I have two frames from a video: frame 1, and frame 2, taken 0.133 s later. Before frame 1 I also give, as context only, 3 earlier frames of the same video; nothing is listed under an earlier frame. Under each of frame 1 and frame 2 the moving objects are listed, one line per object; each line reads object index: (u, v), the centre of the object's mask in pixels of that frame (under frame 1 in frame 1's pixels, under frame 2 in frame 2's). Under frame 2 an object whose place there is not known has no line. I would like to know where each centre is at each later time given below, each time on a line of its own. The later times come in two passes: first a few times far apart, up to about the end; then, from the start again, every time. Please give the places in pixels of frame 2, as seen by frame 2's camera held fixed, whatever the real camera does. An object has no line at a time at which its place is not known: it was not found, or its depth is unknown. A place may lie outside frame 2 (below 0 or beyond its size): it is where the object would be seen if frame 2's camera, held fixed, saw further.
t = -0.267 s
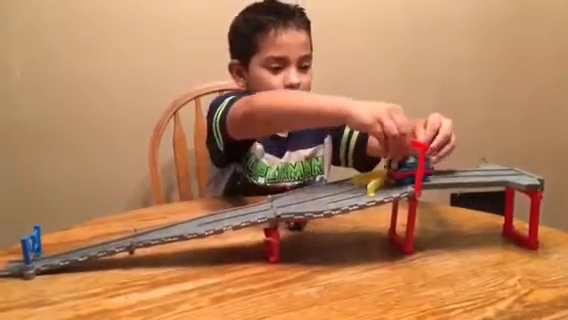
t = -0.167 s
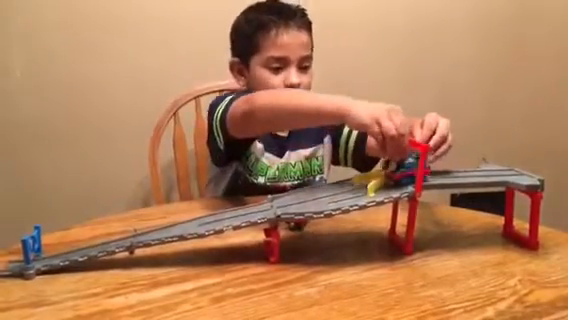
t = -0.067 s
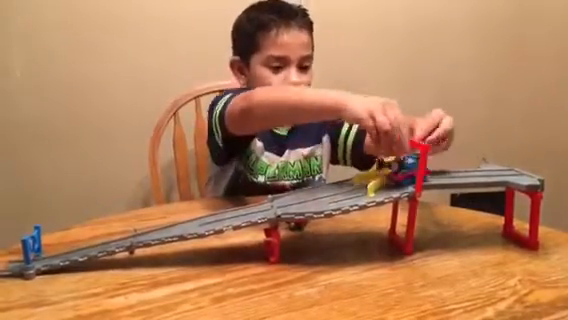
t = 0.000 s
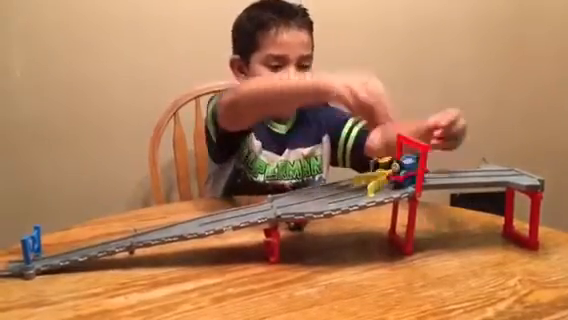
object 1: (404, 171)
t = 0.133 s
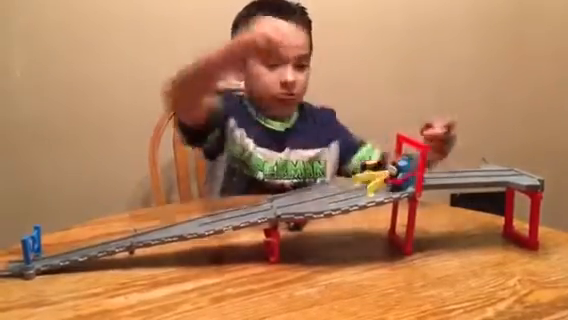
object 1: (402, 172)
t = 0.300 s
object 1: (394, 178)
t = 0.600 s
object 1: (341, 193)
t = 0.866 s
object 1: (257, 204)
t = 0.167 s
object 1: (399, 175)
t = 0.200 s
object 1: (398, 175)
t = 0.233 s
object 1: (397, 176)
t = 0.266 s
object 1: (396, 177)
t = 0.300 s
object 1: (394, 178)
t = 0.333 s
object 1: (390, 179)
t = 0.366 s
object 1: (387, 180)
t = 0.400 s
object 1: (383, 181)
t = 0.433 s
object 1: (377, 183)
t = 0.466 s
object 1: (371, 185)
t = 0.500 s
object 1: (365, 187)
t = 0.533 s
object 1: (357, 190)
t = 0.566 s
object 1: (350, 191)
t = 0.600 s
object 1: (341, 193)
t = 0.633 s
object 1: (331, 194)
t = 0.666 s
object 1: (321, 196)
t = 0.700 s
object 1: (310, 197)
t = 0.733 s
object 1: (299, 200)
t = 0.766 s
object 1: (286, 198)
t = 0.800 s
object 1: (274, 199)
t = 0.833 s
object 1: (264, 201)
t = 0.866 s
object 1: (257, 204)
